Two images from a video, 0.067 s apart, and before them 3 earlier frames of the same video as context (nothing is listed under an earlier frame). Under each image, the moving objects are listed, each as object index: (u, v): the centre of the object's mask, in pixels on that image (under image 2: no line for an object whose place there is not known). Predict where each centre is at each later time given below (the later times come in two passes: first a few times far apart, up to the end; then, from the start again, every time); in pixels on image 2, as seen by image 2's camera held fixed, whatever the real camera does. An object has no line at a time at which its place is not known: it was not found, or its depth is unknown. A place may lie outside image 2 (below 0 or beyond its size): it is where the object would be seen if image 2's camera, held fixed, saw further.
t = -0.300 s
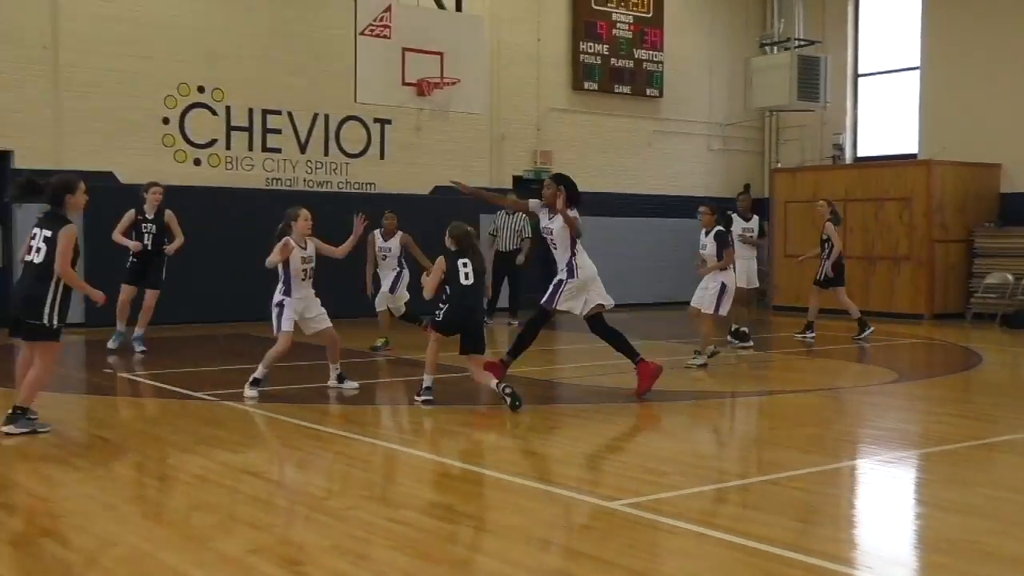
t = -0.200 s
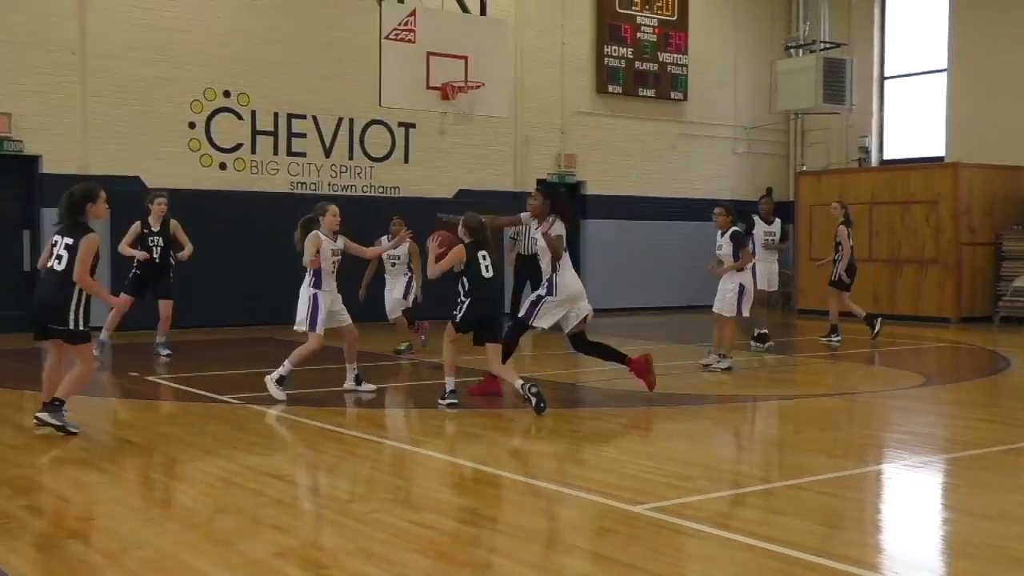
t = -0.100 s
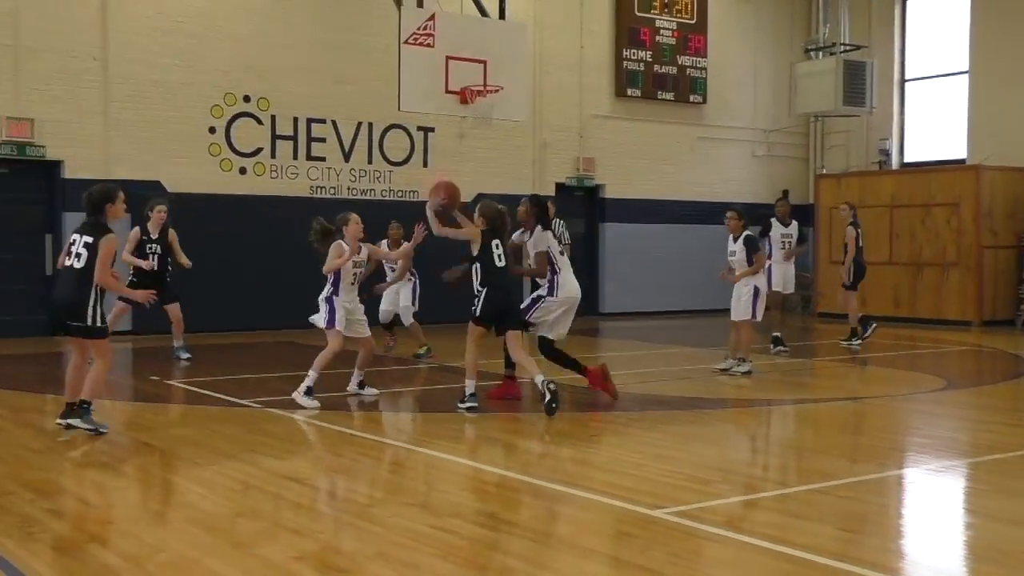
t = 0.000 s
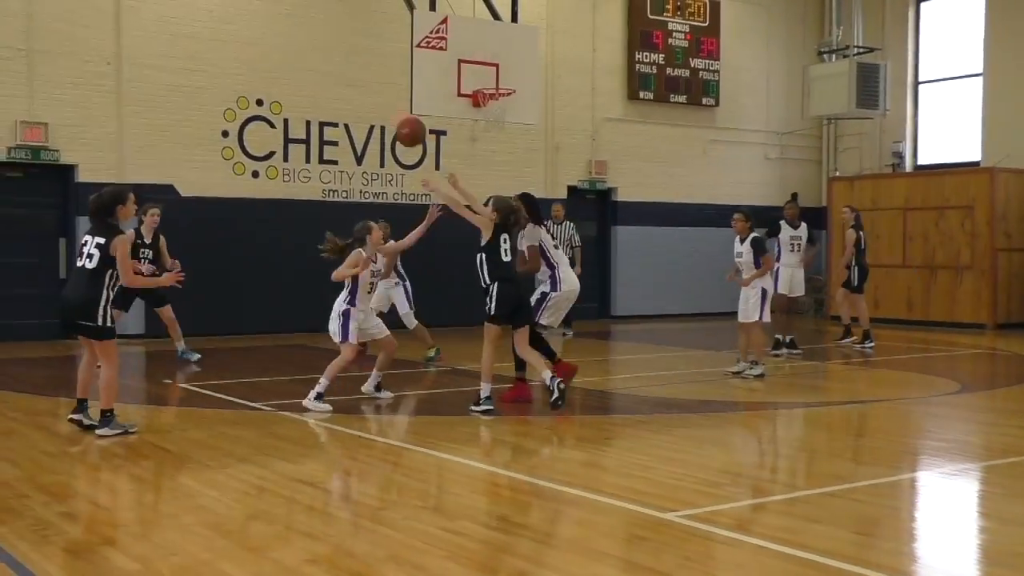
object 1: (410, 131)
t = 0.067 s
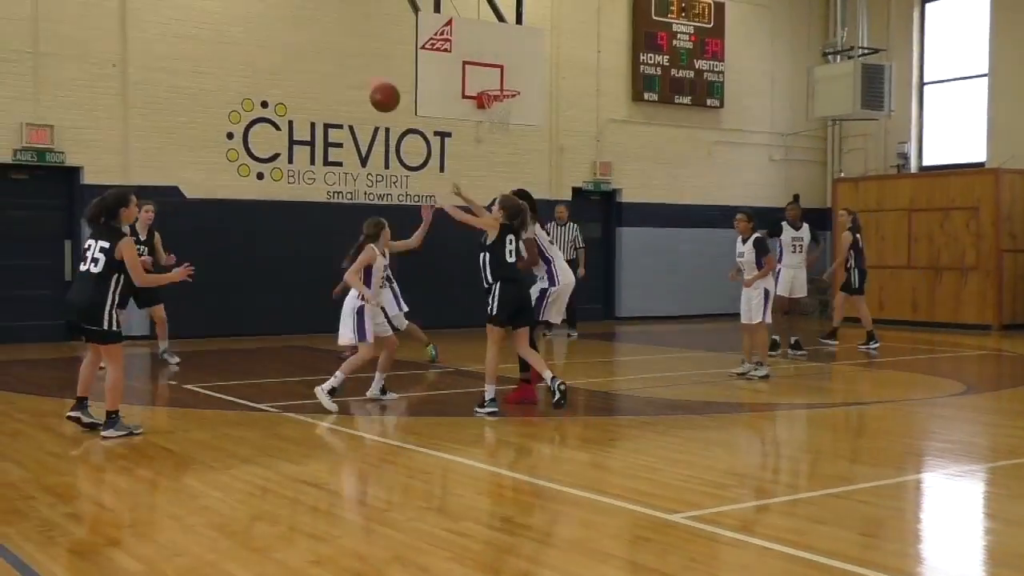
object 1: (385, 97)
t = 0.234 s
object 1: (314, 34)
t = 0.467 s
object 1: (222, 11)
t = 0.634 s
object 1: (163, 33)
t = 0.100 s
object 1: (370, 82)
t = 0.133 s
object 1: (356, 68)
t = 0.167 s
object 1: (341, 55)
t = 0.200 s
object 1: (327, 44)
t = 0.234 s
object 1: (314, 34)
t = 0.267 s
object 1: (300, 27)
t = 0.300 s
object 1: (286, 21)
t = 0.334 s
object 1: (273, 15)
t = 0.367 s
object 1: (260, 12)
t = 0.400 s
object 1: (247, 11)
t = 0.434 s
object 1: (235, 10)
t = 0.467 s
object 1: (222, 11)
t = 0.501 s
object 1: (210, 13)
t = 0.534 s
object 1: (198, 16)
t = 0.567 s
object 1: (187, 20)
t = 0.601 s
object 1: (175, 26)
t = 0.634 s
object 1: (163, 33)
